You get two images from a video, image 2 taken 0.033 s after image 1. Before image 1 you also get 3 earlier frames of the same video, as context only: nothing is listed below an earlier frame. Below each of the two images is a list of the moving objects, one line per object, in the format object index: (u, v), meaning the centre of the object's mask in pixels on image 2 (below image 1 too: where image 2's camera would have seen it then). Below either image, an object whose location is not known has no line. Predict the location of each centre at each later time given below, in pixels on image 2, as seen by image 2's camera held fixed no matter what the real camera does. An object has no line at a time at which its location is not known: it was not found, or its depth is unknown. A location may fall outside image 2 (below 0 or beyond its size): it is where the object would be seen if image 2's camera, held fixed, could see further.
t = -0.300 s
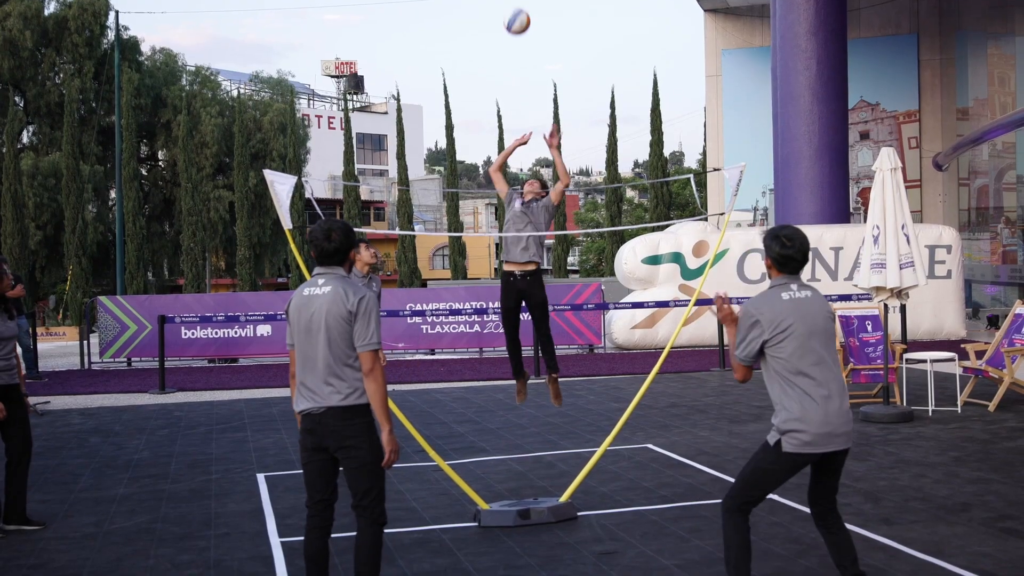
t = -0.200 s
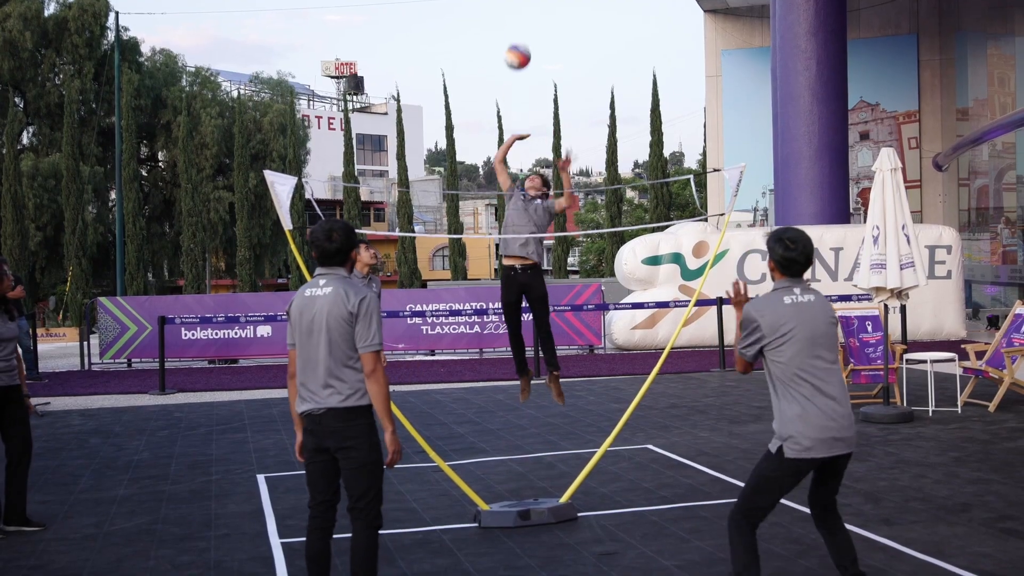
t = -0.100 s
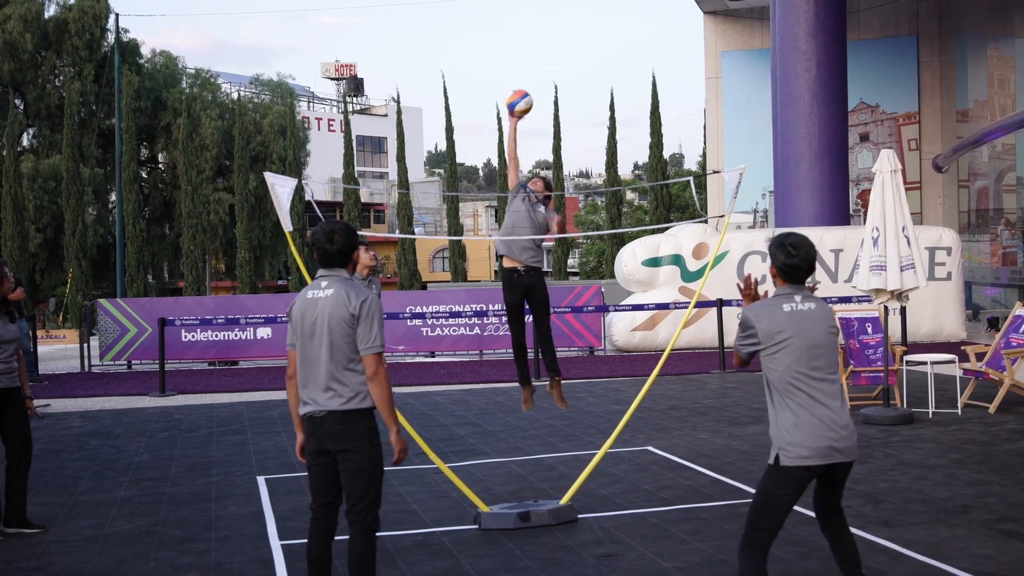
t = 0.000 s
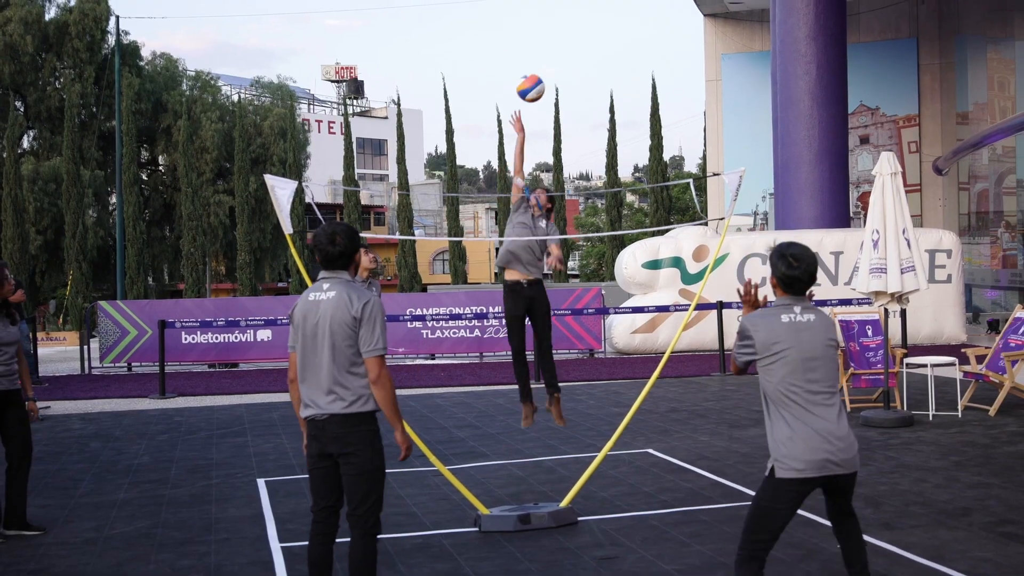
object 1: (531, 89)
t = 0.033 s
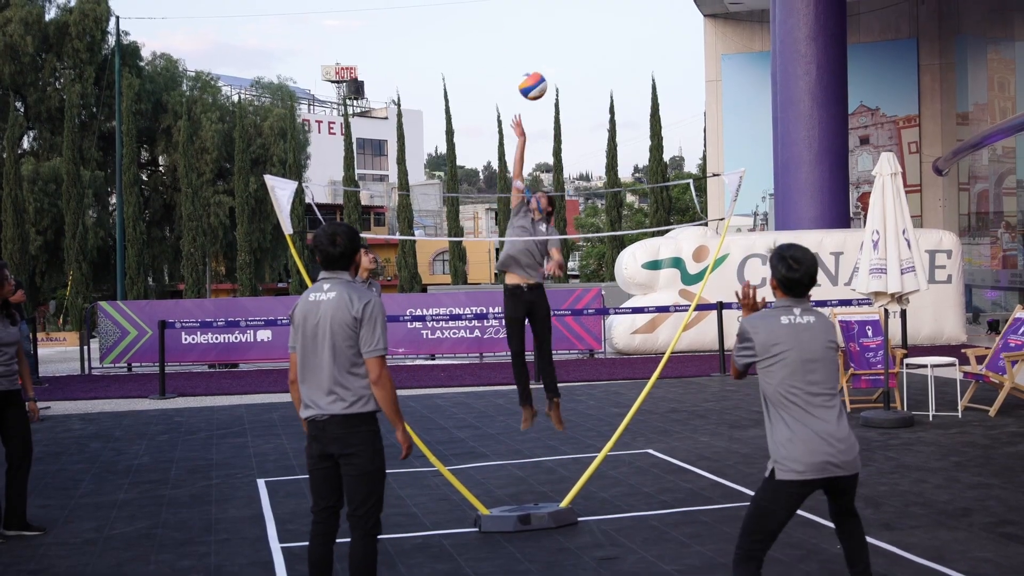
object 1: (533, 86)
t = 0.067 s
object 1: (537, 82)
